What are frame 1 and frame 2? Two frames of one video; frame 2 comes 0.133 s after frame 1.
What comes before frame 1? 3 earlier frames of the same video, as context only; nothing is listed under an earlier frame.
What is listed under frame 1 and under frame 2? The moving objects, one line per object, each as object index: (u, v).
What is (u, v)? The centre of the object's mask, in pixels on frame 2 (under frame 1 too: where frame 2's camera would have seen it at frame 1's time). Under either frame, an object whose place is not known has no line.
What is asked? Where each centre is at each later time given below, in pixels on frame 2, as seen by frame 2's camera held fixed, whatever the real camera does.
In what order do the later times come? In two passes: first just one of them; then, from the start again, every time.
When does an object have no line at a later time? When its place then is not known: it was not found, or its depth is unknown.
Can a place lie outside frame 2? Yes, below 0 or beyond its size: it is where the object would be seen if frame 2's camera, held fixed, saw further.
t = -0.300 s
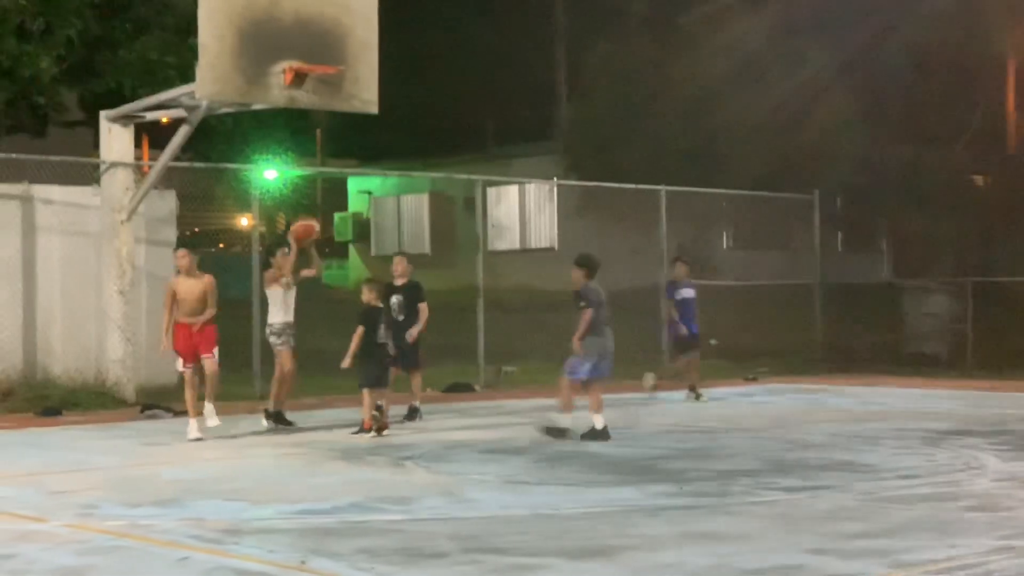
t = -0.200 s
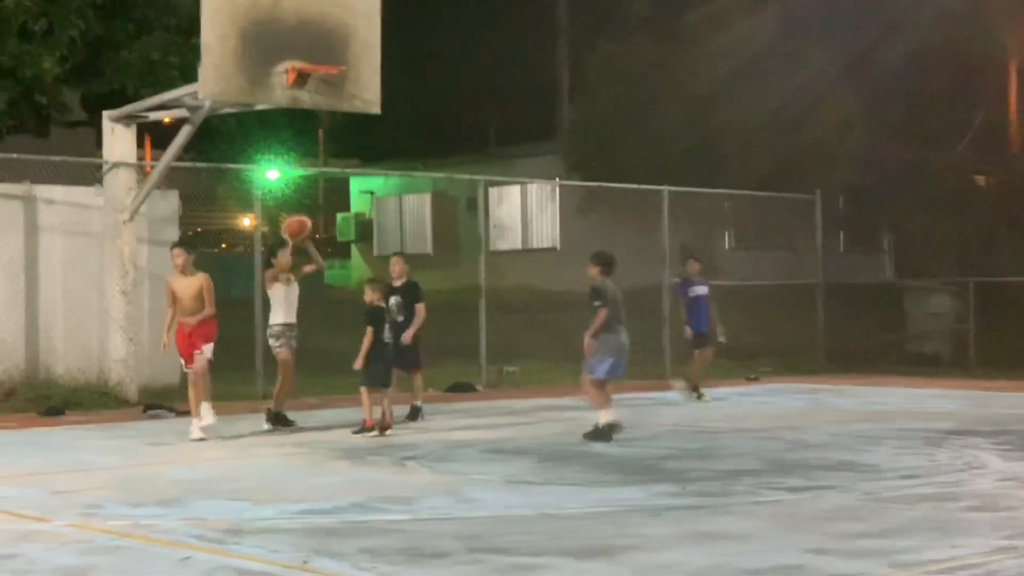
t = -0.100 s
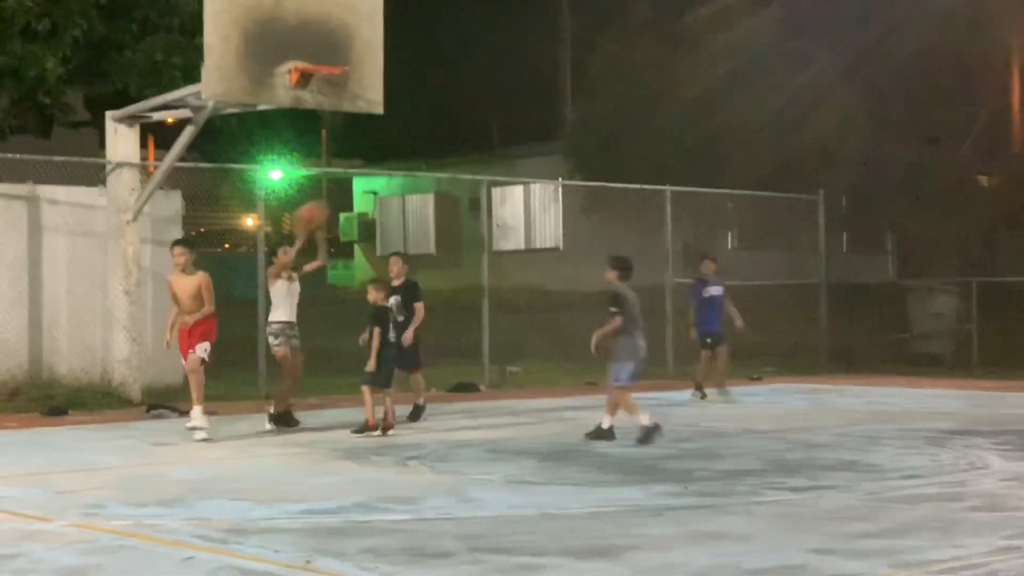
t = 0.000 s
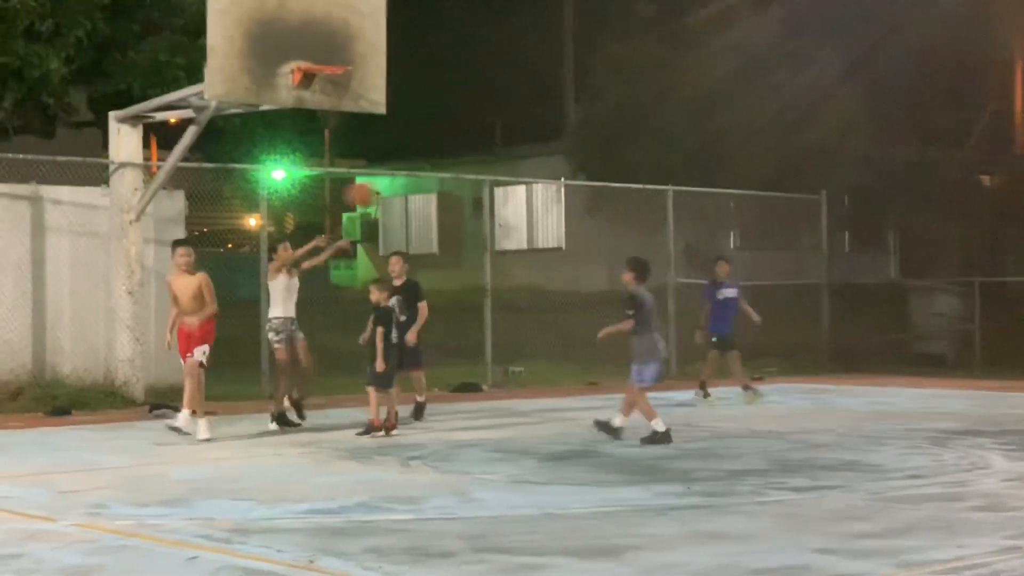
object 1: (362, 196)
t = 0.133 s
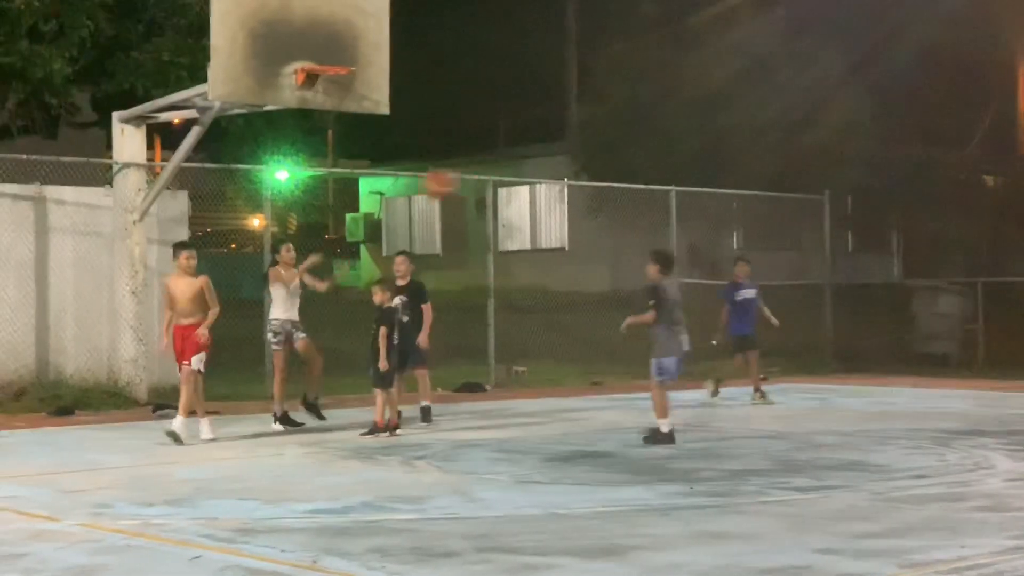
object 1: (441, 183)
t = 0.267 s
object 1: (515, 196)
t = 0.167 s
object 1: (458, 183)
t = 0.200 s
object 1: (475, 186)
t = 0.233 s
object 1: (494, 190)
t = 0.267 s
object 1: (515, 196)
